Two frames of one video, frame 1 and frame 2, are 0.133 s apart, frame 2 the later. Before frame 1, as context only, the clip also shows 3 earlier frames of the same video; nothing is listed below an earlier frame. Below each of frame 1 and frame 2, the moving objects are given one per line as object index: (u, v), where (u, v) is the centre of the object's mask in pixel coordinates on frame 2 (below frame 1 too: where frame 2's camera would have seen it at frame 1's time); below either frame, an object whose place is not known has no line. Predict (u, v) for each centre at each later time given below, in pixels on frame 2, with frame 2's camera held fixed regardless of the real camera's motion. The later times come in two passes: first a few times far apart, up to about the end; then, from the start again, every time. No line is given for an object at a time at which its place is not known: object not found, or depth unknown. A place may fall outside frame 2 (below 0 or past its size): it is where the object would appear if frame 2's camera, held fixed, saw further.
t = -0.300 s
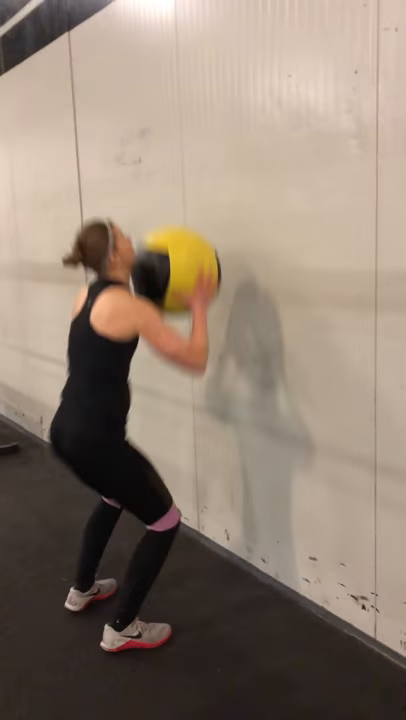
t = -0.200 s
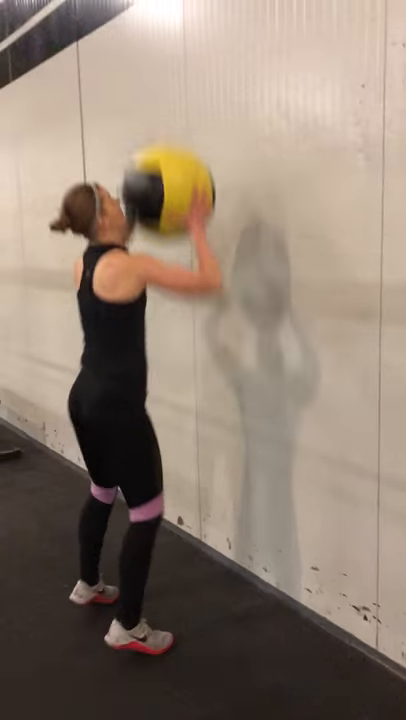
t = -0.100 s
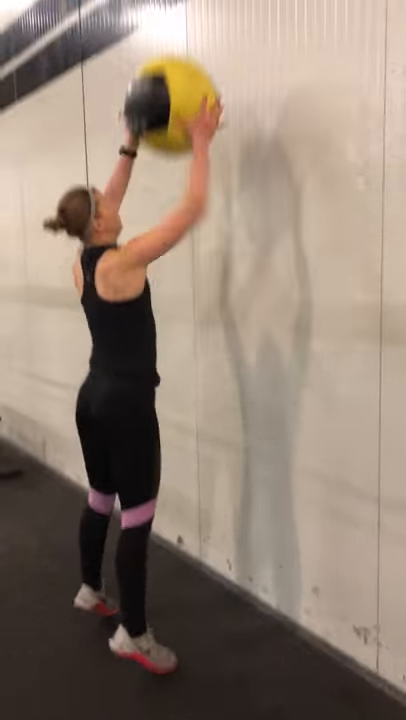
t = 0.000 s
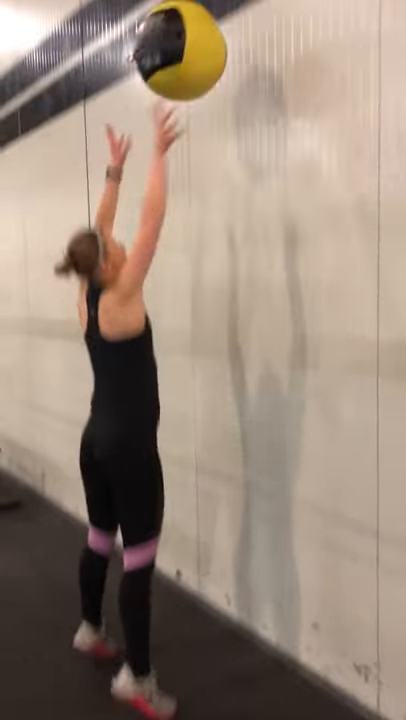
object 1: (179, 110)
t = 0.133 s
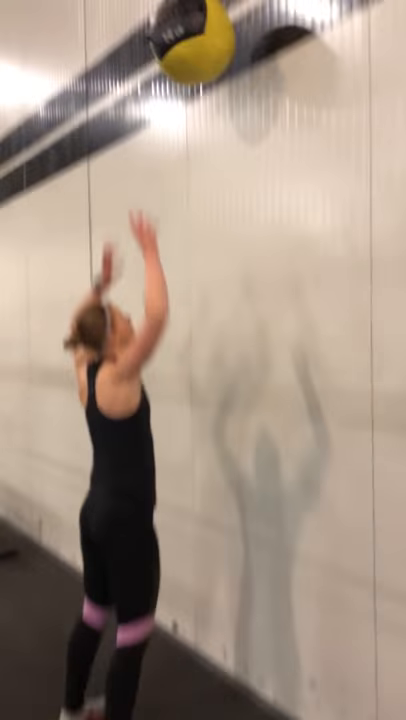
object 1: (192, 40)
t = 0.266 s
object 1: (203, 4)
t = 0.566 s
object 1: (205, 62)
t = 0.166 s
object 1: (195, 26)
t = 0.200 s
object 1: (197, 15)
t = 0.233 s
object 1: (200, 9)
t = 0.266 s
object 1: (203, 4)
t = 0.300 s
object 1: (207, 3)
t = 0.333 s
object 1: (210, 4)
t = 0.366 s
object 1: (213, 7)
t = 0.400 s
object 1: (213, 11)
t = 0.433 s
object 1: (211, 16)
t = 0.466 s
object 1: (209, 25)
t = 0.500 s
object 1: (208, 35)
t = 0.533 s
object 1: (207, 47)
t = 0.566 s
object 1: (205, 62)
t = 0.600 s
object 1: (204, 80)
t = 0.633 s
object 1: (202, 101)
